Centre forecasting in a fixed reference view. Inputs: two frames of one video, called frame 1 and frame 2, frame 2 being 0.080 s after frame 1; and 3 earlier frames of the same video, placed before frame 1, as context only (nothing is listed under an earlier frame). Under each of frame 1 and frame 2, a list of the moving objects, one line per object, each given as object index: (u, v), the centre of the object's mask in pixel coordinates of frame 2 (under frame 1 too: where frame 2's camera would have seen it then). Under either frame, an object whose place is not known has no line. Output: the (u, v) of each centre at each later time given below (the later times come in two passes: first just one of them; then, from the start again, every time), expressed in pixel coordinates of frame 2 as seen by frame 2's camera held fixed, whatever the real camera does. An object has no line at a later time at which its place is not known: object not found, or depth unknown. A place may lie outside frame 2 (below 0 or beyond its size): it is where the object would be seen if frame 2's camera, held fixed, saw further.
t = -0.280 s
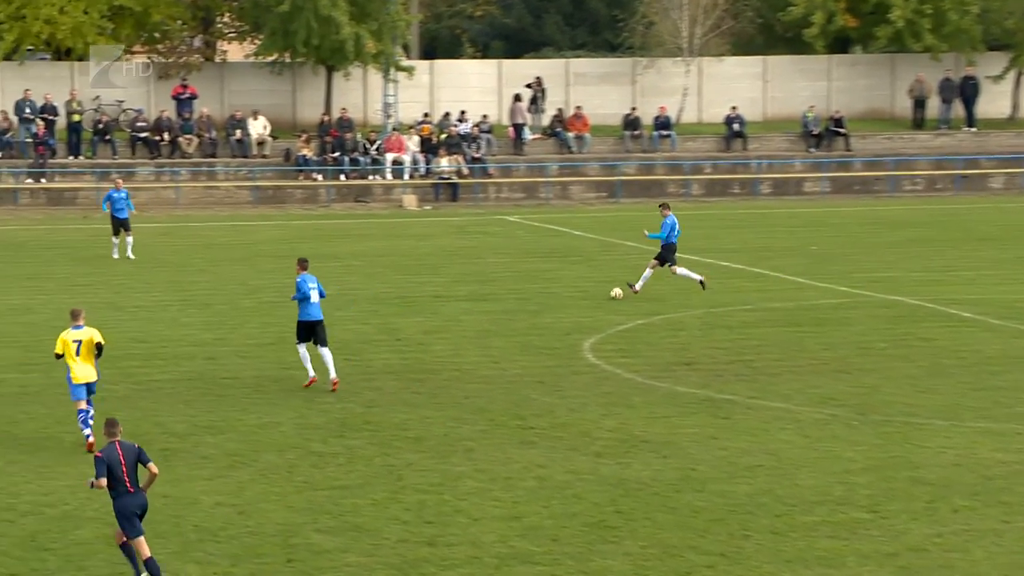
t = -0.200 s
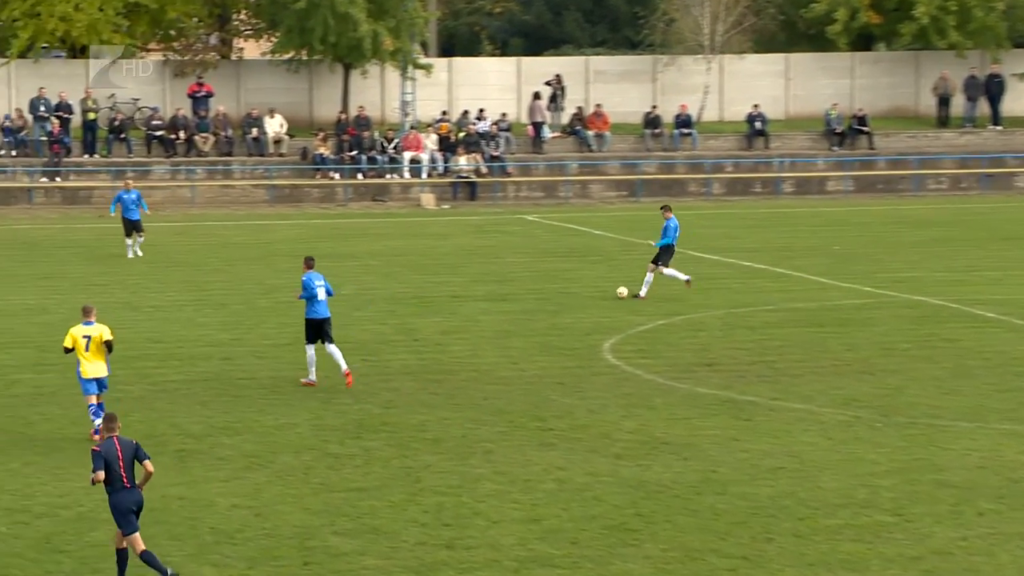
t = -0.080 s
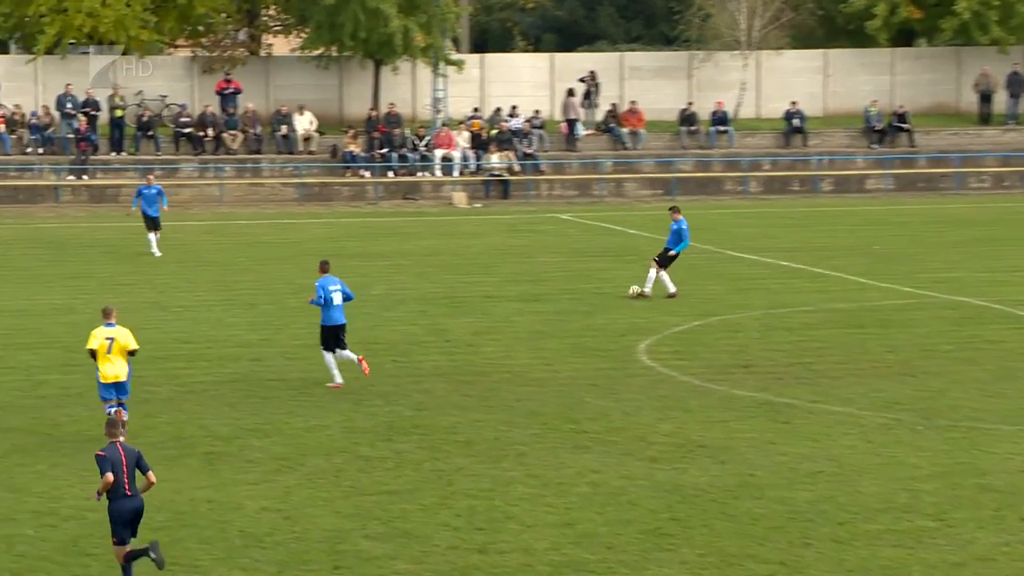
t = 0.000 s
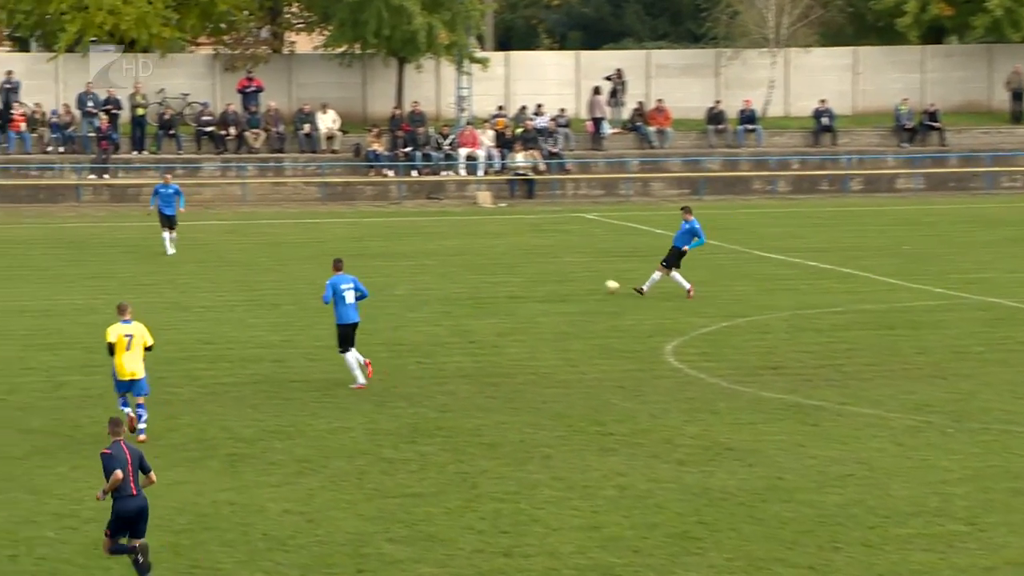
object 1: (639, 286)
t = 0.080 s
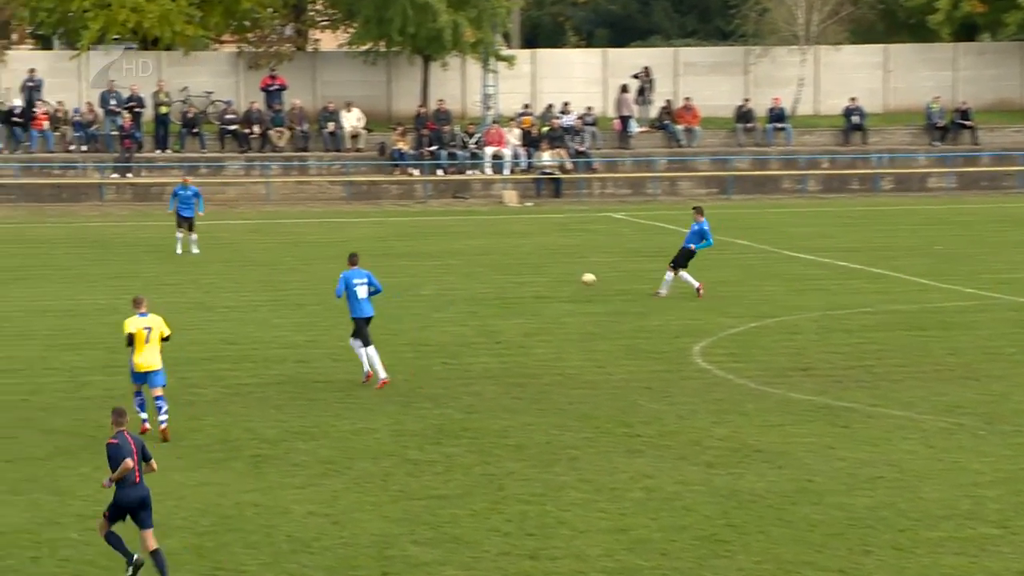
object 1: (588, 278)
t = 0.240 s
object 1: (501, 271)
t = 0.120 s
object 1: (565, 277)
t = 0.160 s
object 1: (541, 276)
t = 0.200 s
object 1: (519, 276)
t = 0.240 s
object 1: (501, 271)
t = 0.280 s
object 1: (485, 267)
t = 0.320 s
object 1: (470, 264)
